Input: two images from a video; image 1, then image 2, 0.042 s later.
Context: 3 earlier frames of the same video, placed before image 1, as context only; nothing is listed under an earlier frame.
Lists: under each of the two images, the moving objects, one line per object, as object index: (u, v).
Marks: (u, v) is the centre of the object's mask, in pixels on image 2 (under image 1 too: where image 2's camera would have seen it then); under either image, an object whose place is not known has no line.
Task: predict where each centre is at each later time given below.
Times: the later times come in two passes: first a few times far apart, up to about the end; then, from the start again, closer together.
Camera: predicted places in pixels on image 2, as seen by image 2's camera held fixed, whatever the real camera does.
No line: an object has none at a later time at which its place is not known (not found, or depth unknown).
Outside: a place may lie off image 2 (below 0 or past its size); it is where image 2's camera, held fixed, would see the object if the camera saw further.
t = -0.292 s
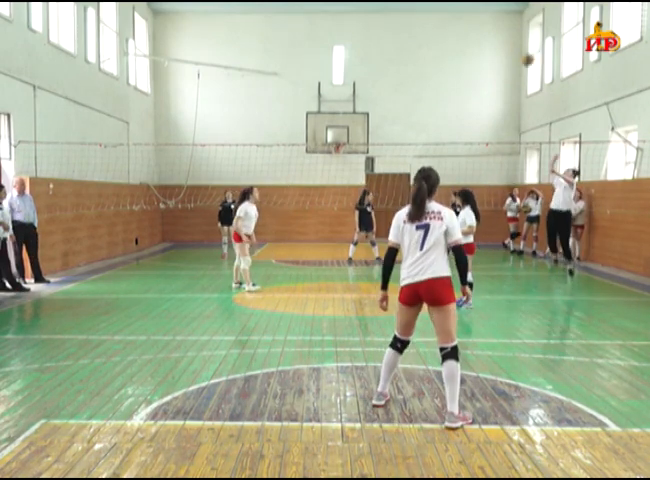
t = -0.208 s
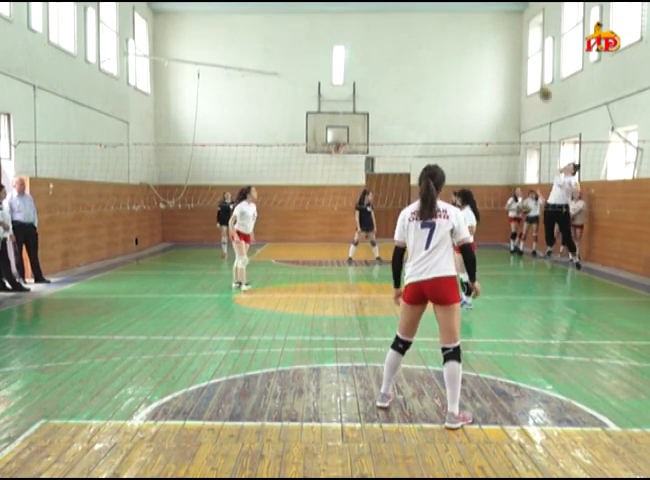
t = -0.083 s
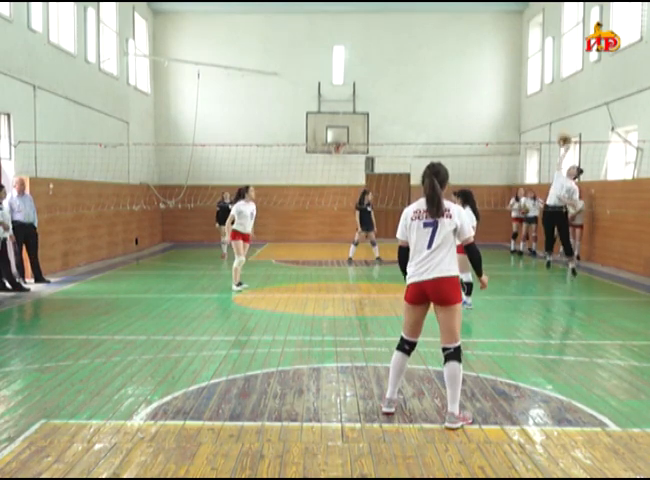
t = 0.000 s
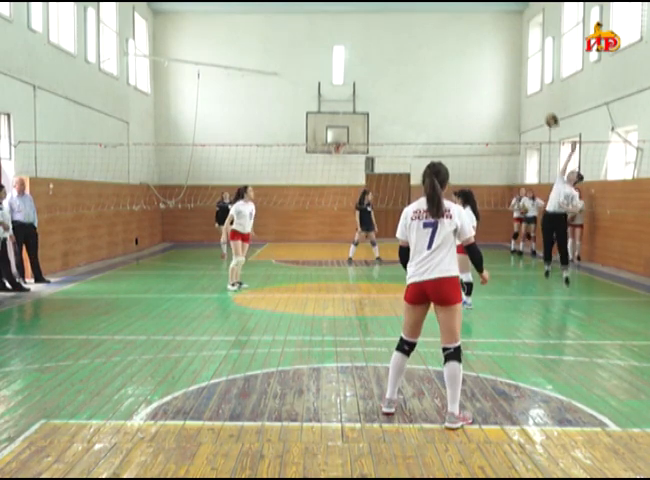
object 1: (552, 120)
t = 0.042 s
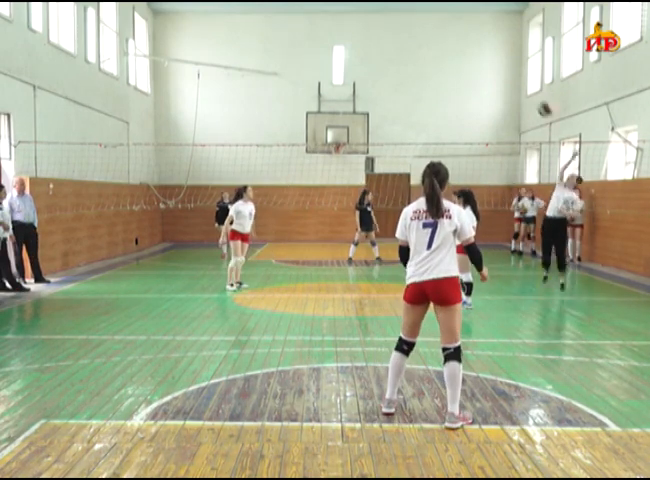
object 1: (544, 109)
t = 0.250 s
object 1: (499, 61)
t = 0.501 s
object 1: (434, 46)
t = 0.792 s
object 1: (322, 106)
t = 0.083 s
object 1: (537, 99)
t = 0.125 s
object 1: (529, 89)
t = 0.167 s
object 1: (521, 80)
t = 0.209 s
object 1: (513, 72)
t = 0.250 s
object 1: (499, 61)
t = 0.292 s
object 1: (489, 56)
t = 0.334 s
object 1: (480, 51)
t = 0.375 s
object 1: (469, 48)
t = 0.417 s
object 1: (458, 46)
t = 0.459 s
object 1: (446, 45)
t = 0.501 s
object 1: (434, 46)
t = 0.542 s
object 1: (421, 48)
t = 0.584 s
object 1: (407, 52)
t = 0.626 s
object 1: (394, 57)
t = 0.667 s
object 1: (379, 64)
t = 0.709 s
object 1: (364, 73)
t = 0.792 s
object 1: (322, 106)
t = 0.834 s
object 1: (303, 125)
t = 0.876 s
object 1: (285, 145)
